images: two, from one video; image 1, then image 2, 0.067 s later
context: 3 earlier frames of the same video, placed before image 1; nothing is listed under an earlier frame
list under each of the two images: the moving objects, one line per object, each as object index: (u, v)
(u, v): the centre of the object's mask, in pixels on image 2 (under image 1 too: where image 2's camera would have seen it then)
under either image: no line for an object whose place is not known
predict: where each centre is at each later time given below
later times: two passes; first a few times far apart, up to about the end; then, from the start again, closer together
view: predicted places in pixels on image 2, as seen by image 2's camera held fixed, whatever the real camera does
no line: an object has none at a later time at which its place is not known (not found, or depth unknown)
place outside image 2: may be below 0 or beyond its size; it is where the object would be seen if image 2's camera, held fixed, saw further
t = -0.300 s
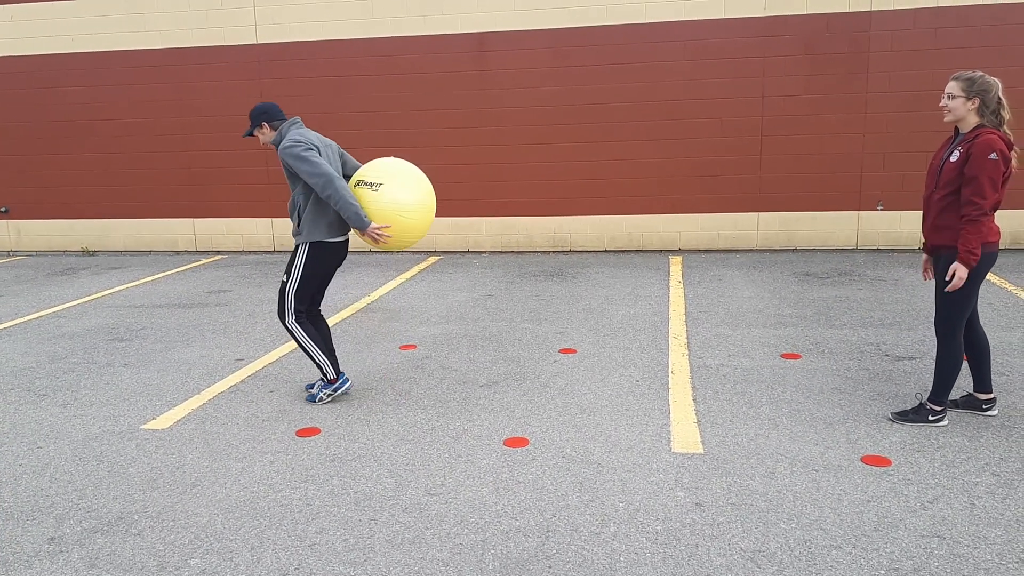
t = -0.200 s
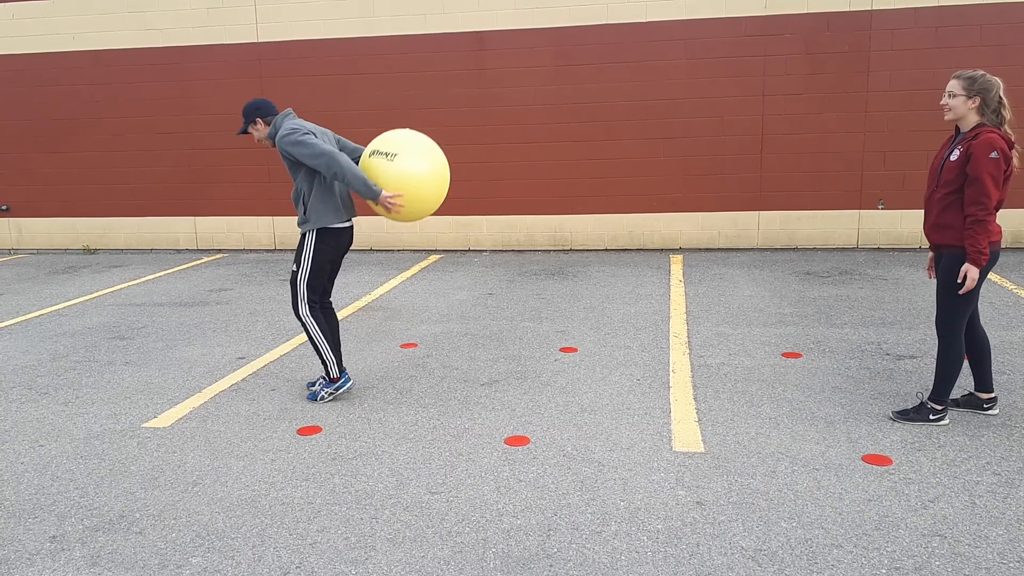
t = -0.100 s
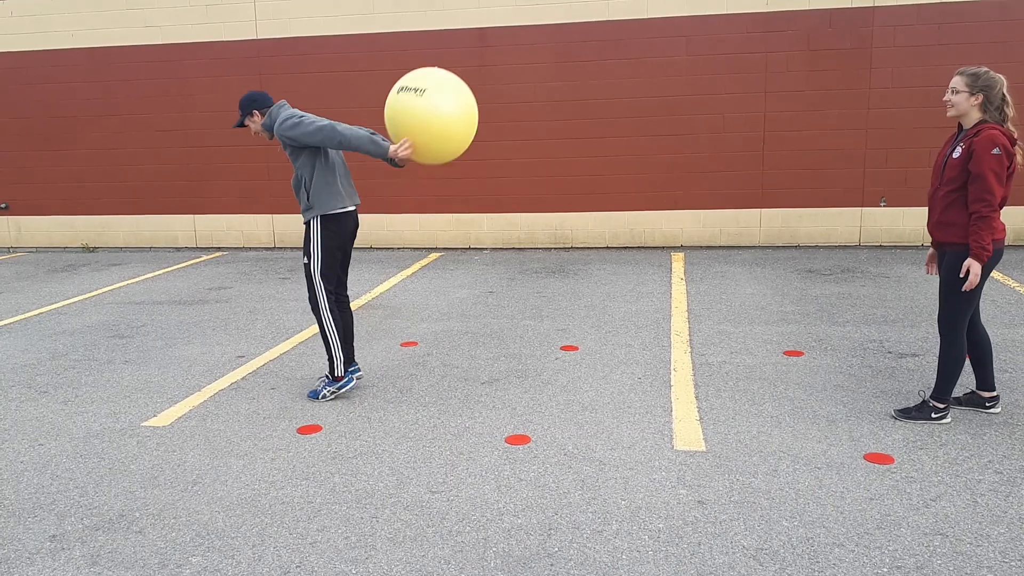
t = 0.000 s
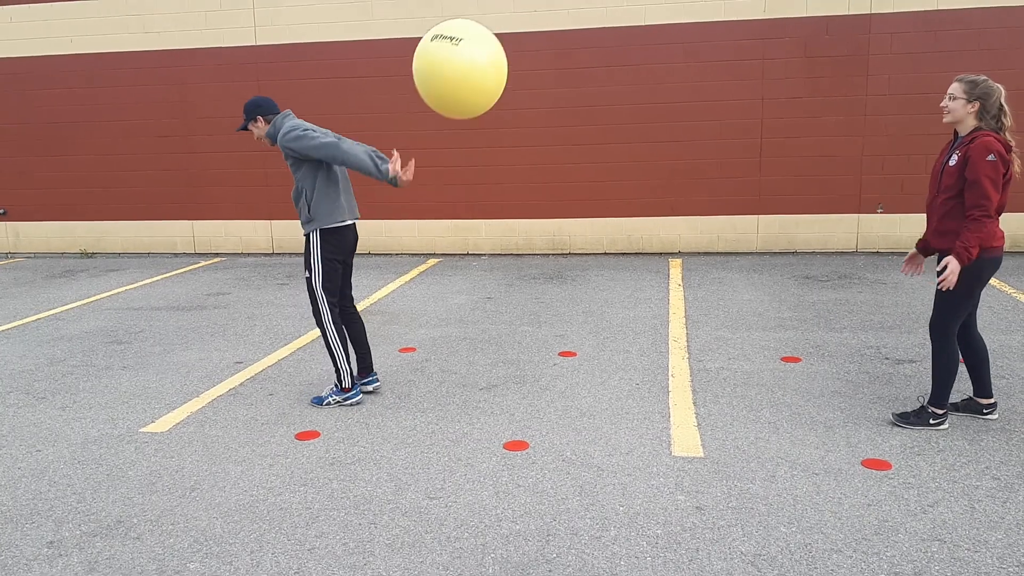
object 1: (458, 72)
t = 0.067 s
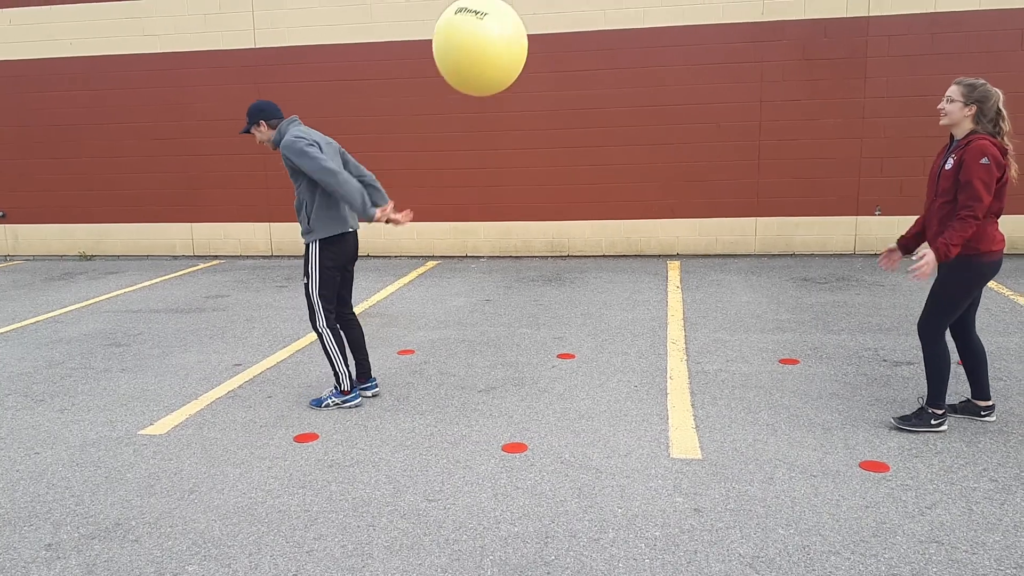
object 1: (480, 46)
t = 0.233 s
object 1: (535, 29)
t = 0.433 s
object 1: (604, 45)
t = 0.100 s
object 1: (491, 40)
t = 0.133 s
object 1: (501, 35)
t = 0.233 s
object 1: (535, 29)
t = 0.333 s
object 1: (569, 32)
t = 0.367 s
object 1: (581, 35)
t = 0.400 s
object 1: (592, 40)
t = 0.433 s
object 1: (604, 45)
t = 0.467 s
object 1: (616, 53)
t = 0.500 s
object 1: (627, 65)
